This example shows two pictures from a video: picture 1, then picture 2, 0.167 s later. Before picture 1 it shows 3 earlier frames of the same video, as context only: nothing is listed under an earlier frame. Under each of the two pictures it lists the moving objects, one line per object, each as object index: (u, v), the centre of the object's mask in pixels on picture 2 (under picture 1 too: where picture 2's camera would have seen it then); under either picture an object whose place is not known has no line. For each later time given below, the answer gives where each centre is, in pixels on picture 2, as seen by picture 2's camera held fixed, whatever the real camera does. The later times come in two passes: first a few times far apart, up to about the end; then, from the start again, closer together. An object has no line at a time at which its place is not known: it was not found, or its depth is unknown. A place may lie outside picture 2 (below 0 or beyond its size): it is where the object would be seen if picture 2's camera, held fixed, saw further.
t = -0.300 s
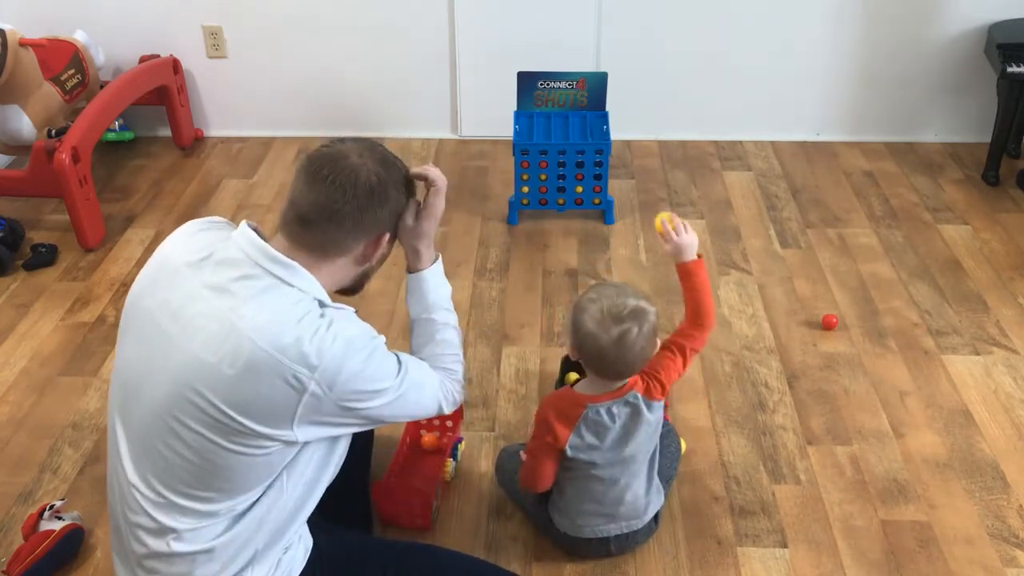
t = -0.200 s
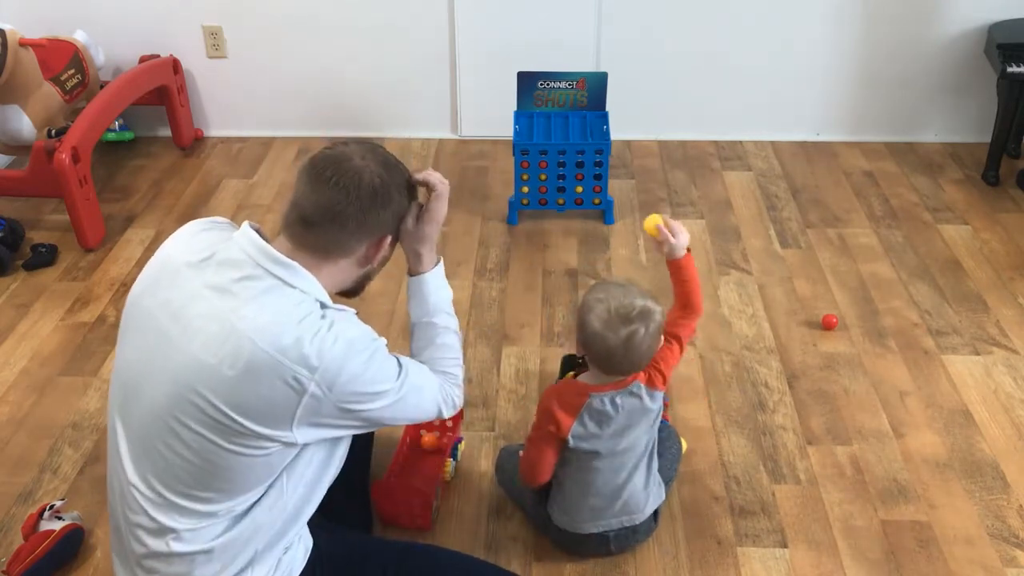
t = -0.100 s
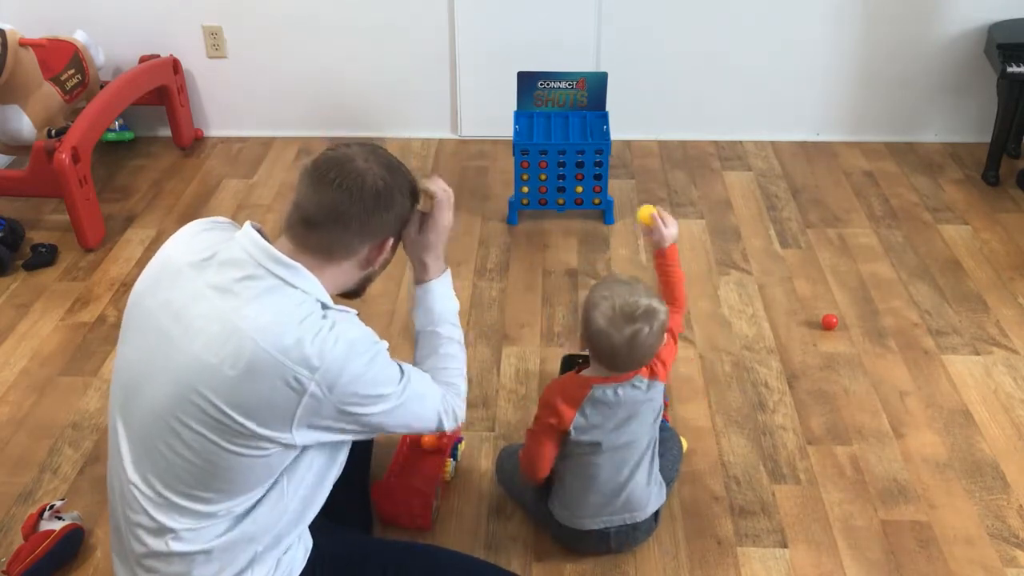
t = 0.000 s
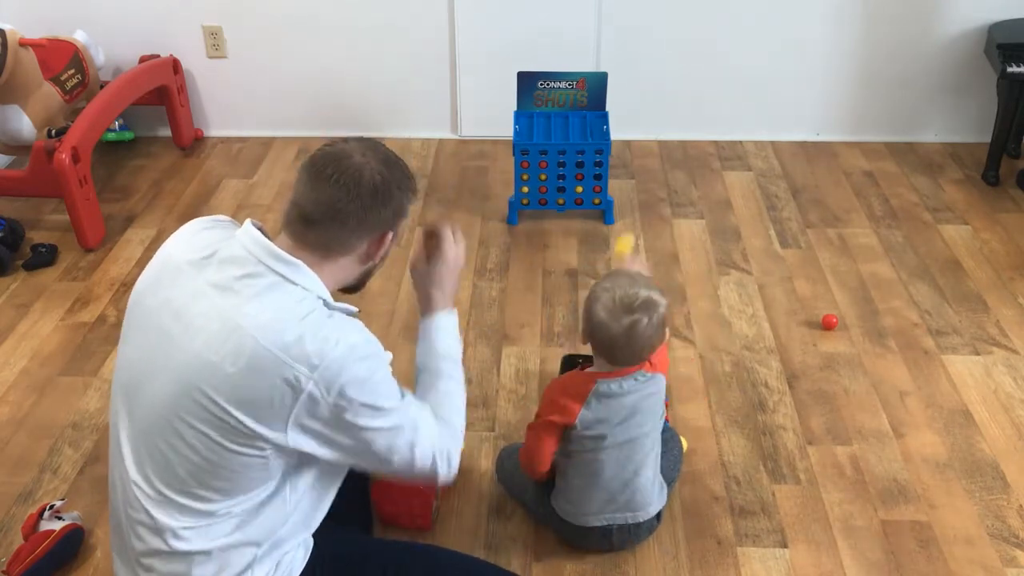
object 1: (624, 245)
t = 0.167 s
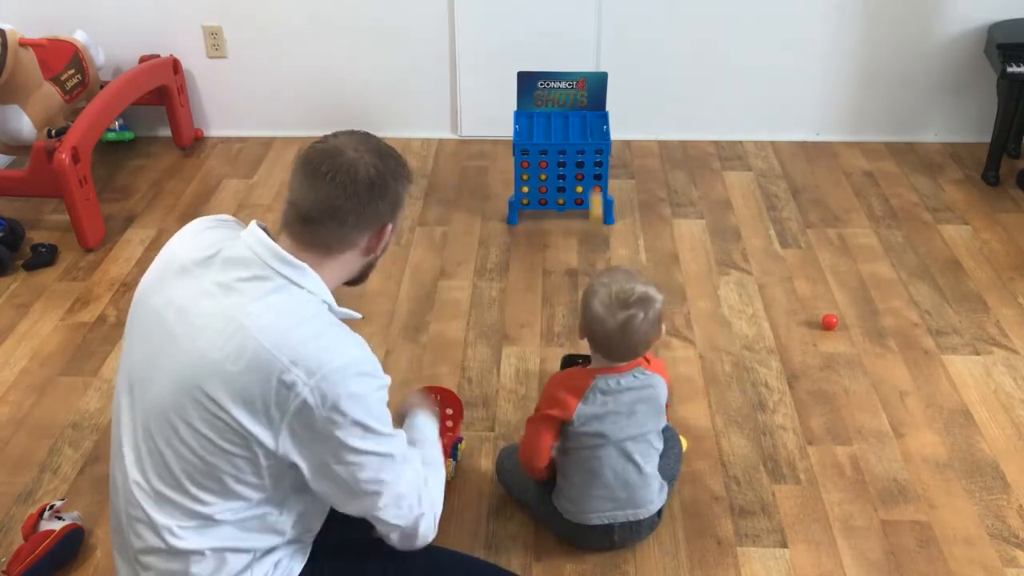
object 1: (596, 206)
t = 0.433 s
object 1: (578, 39)
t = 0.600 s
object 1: (567, 65)
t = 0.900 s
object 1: (545, 66)
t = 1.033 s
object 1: (531, 66)
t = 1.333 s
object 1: (499, 152)
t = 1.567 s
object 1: (477, 148)
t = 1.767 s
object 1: (455, 170)
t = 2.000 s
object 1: (432, 190)
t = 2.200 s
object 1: (411, 166)
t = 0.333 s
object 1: (585, 70)
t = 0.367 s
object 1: (582, 56)
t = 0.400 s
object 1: (580, 45)
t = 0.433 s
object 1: (578, 39)
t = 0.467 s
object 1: (575, 37)
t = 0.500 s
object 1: (573, 39)
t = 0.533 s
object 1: (570, 44)
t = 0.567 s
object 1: (569, 54)
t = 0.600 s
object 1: (567, 65)
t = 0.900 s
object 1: (545, 66)
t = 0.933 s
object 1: (541, 61)
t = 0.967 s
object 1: (538, 61)
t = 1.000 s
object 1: (535, 62)
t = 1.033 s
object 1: (531, 66)
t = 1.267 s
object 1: (506, 181)
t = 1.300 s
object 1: (503, 165)
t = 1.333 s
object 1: (499, 152)
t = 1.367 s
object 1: (495, 144)
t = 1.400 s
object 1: (493, 134)
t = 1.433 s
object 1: (490, 132)
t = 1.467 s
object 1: (487, 131)
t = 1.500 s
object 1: (483, 133)
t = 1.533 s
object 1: (479, 139)
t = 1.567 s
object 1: (477, 148)
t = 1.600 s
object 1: (473, 159)
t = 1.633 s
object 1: (469, 175)
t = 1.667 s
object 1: (467, 194)
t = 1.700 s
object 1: (464, 193)
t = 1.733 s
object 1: (460, 180)
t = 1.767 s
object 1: (455, 170)
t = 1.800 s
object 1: (452, 163)
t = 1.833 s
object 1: (448, 160)
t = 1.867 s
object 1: (444, 159)
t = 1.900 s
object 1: (441, 162)
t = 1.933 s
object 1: (438, 168)
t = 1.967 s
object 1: (435, 177)
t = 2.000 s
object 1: (432, 190)
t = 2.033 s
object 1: (428, 194)
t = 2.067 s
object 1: (425, 183)
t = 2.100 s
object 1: (422, 173)
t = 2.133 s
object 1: (418, 167)
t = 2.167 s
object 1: (415, 165)
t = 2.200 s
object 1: (411, 166)
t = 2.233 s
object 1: (409, 169)
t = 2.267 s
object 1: (406, 175)
